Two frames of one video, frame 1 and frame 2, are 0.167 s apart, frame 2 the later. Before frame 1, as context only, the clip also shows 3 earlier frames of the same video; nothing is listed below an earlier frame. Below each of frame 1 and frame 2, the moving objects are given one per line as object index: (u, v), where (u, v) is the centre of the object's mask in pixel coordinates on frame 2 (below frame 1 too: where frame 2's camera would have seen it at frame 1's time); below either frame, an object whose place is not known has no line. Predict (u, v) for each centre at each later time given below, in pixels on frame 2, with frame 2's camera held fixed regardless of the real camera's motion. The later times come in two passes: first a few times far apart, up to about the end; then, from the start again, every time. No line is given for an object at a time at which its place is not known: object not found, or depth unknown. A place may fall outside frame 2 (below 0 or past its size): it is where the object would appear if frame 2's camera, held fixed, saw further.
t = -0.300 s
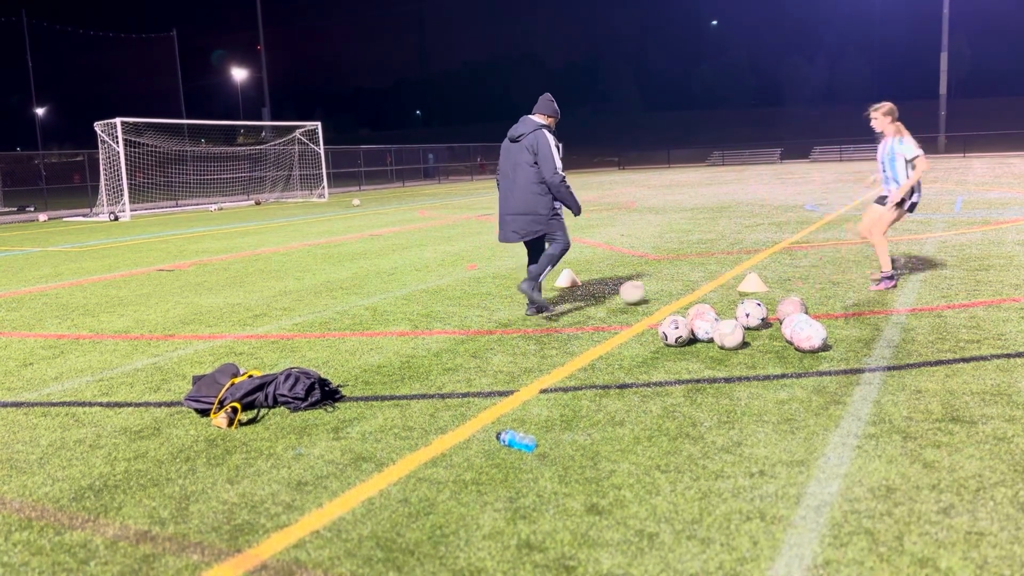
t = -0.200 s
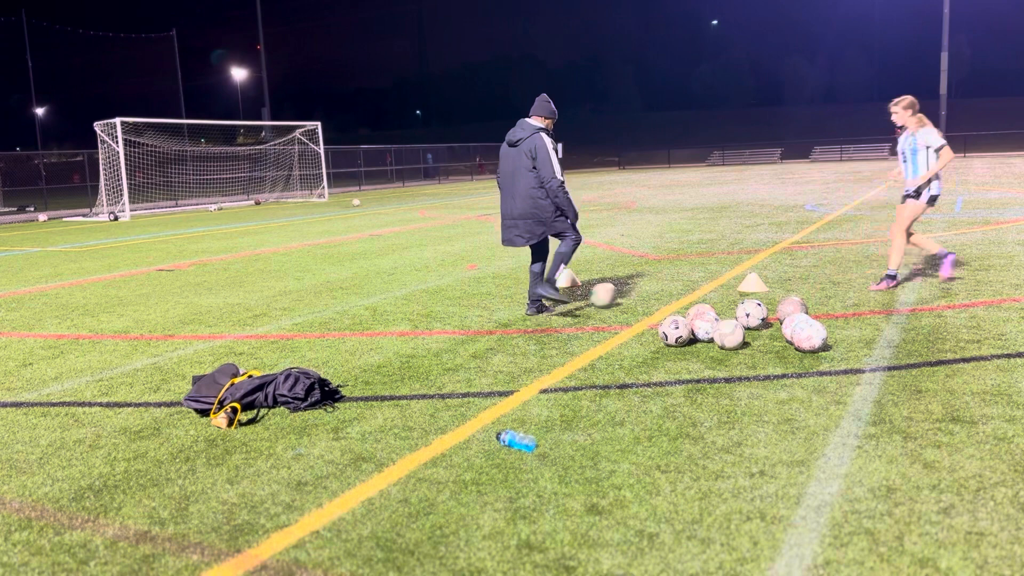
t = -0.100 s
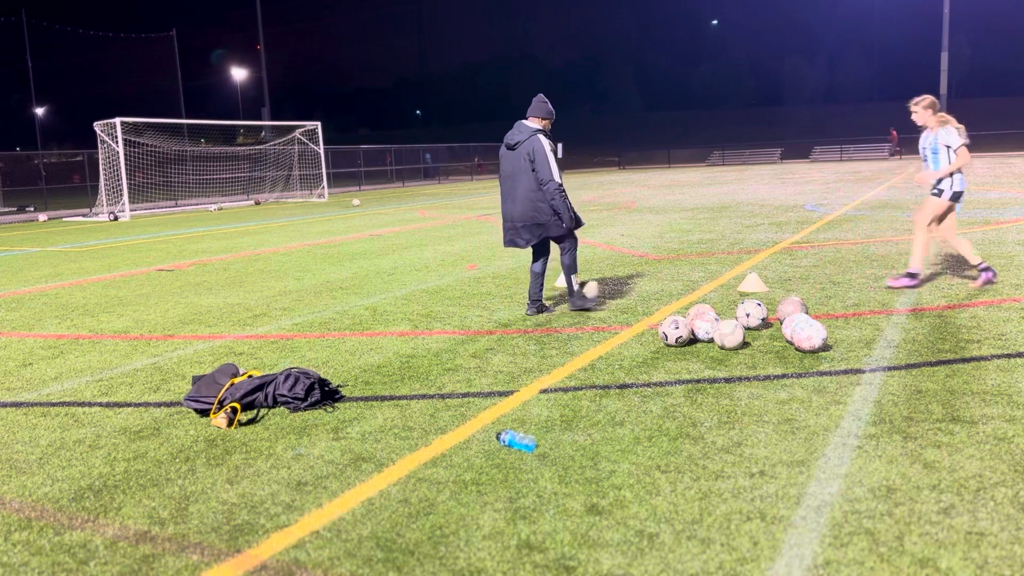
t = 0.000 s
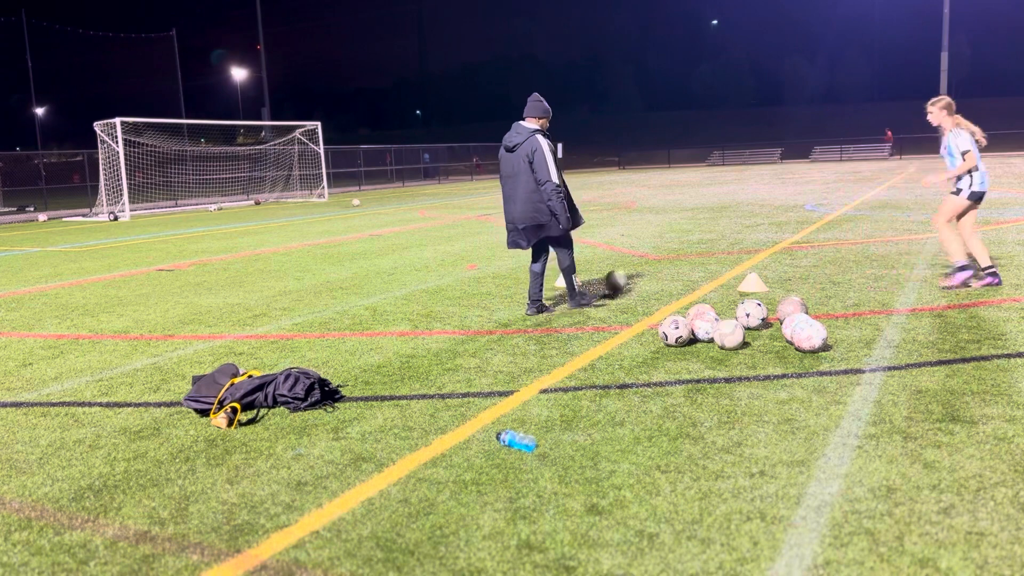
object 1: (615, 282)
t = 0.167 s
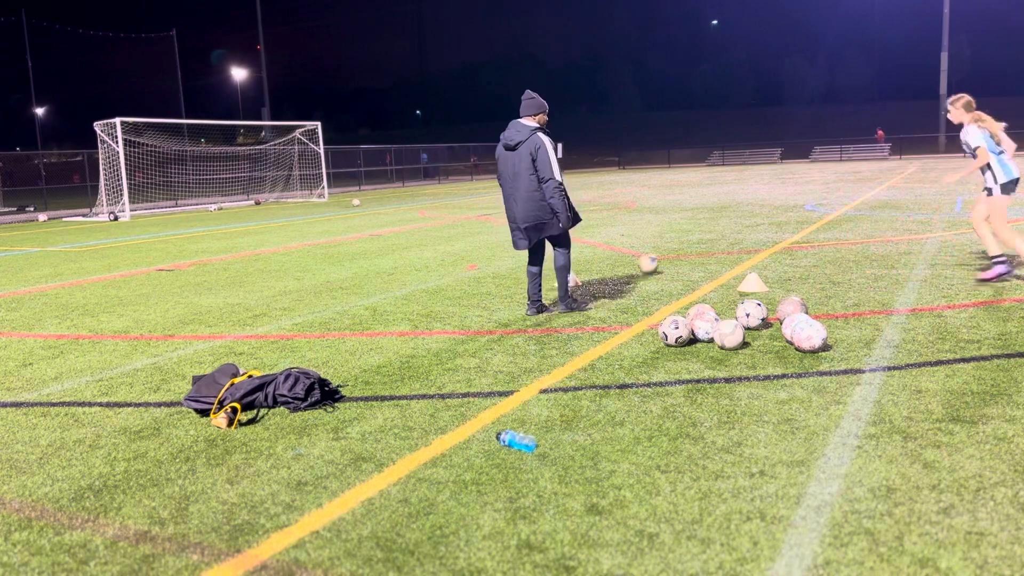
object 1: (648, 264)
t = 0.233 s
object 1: (658, 258)
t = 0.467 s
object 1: (682, 245)
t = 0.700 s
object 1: (695, 239)
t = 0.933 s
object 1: (703, 232)
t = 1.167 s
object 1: (708, 227)
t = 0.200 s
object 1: (653, 263)
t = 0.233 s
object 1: (658, 258)
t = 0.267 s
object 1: (662, 254)
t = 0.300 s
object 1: (666, 253)
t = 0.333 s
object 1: (670, 251)
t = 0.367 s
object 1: (673, 250)
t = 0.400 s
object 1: (677, 250)
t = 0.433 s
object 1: (681, 247)
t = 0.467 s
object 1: (682, 245)
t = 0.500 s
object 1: (685, 243)
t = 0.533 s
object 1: (686, 243)
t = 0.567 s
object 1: (688, 242)
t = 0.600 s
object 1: (691, 243)
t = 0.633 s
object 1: (692, 241)
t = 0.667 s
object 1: (694, 240)
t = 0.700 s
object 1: (695, 239)
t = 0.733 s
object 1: (696, 238)
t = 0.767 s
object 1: (698, 237)
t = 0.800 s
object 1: (698, 235)
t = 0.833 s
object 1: (700, 235)
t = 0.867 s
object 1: (701, 234)
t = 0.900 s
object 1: (702, 233)
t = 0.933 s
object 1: (703, 232)
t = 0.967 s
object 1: (704, 232)
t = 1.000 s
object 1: (705, 231)
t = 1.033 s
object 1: (706, 230)
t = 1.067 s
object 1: (706, 229)
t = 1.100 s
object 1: (707, 229)
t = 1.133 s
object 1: (708, 228)
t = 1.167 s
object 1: (708, 227)
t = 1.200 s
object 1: (709, 227)
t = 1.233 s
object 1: (711, 225)
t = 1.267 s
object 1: (711, 225)
